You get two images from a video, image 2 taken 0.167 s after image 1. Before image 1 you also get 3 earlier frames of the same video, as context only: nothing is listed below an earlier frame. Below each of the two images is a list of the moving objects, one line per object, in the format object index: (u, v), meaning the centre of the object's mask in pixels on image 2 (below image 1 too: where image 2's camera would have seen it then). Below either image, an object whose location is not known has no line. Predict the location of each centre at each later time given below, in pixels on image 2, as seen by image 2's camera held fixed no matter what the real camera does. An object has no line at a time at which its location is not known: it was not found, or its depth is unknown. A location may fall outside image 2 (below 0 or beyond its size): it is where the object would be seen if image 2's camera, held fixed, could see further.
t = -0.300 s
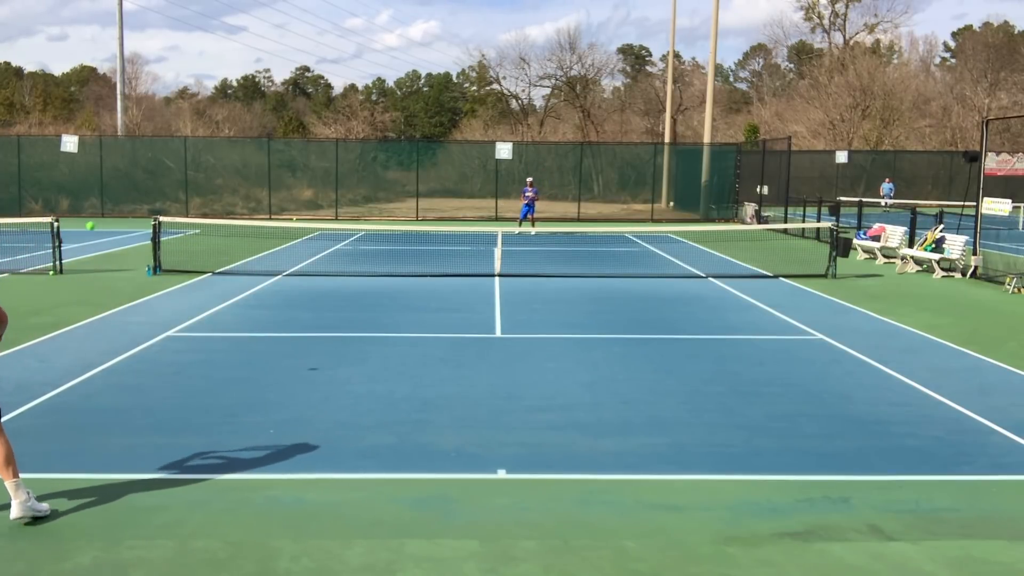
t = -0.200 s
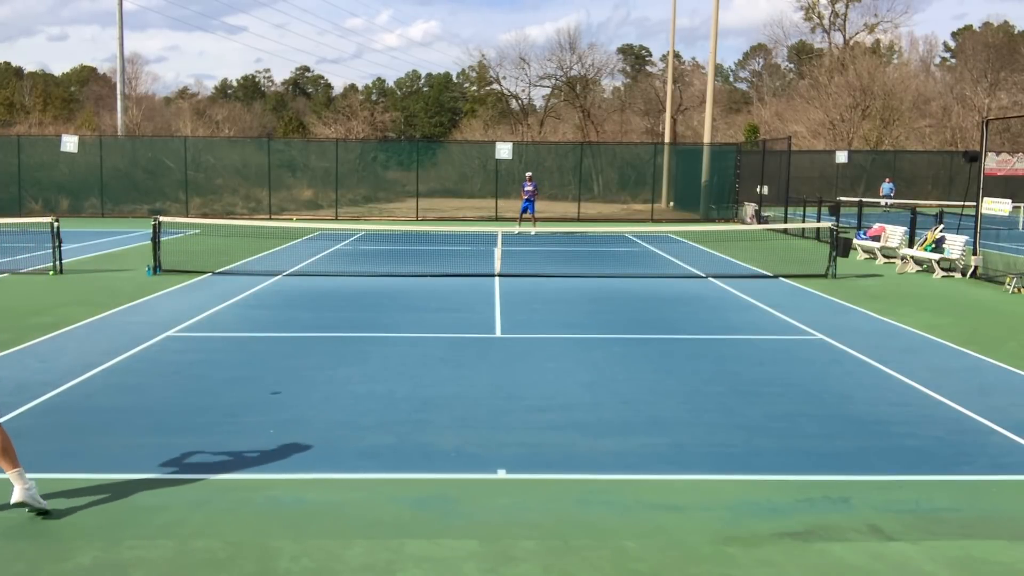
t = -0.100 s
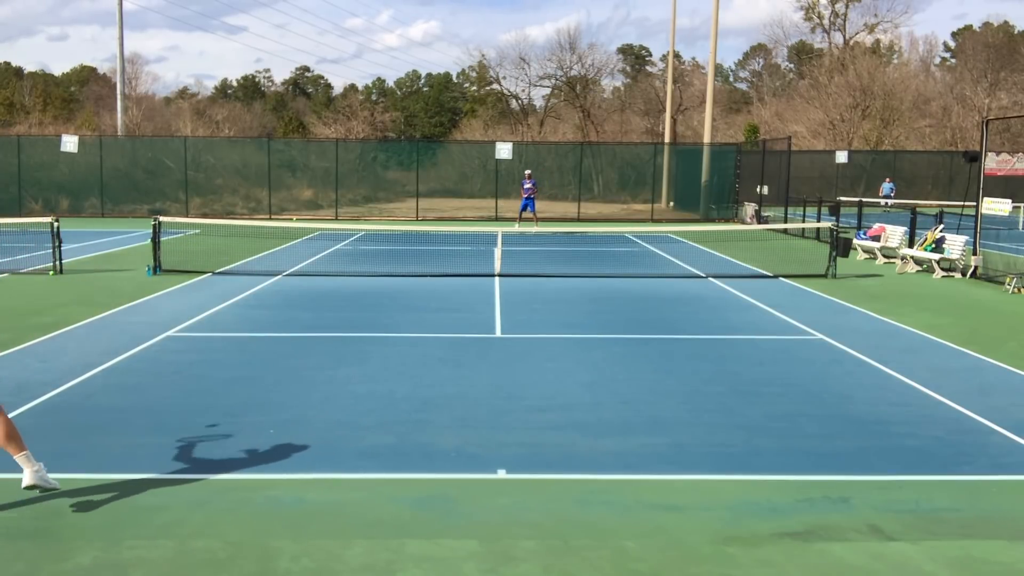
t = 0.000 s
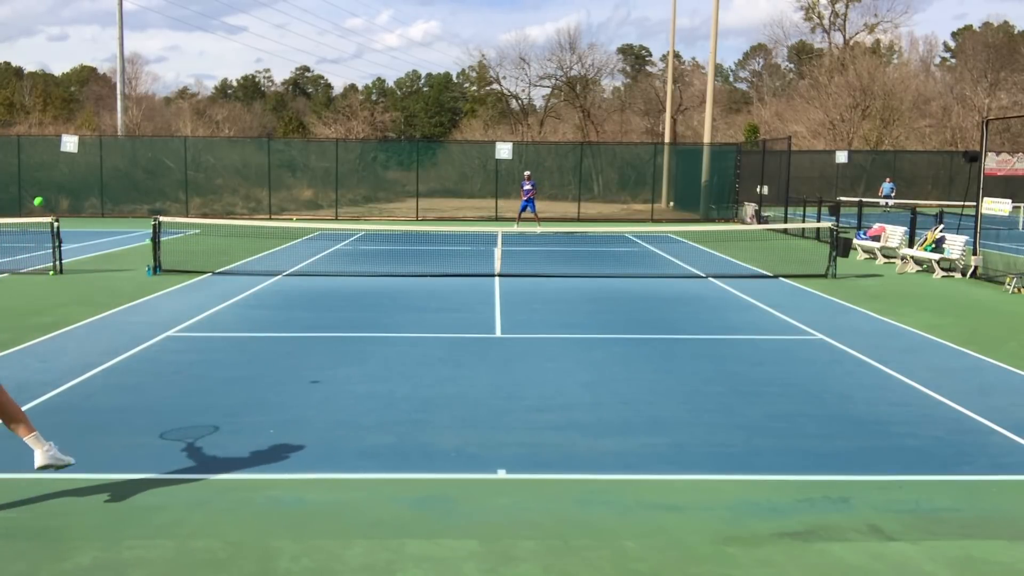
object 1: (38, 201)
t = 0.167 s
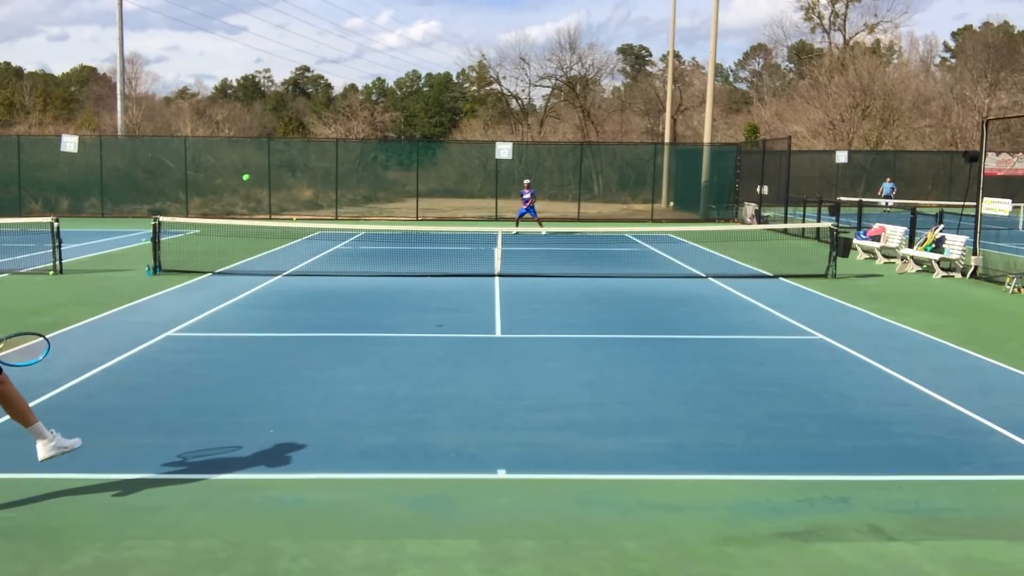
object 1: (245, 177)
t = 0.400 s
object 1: (386, 183)
